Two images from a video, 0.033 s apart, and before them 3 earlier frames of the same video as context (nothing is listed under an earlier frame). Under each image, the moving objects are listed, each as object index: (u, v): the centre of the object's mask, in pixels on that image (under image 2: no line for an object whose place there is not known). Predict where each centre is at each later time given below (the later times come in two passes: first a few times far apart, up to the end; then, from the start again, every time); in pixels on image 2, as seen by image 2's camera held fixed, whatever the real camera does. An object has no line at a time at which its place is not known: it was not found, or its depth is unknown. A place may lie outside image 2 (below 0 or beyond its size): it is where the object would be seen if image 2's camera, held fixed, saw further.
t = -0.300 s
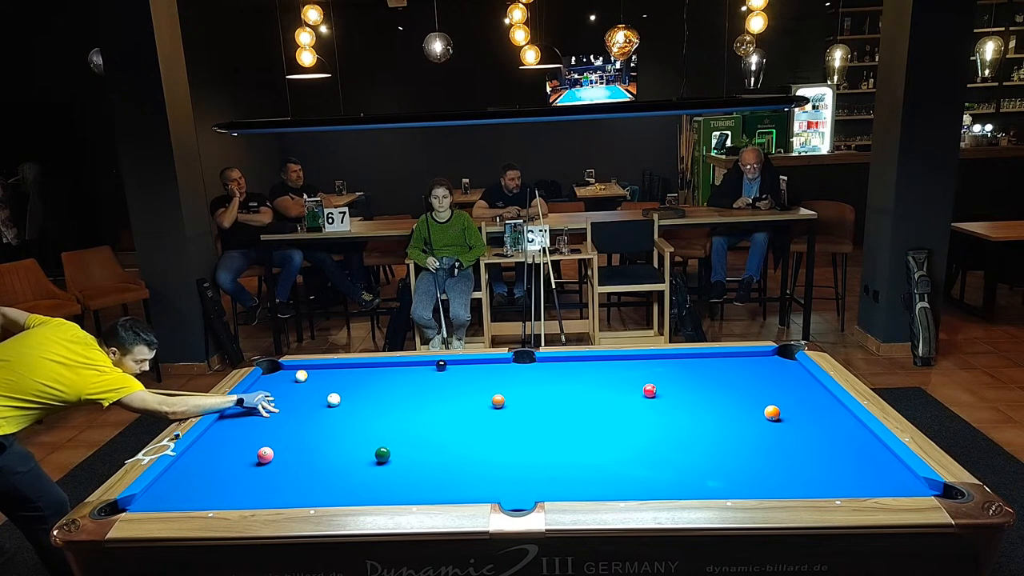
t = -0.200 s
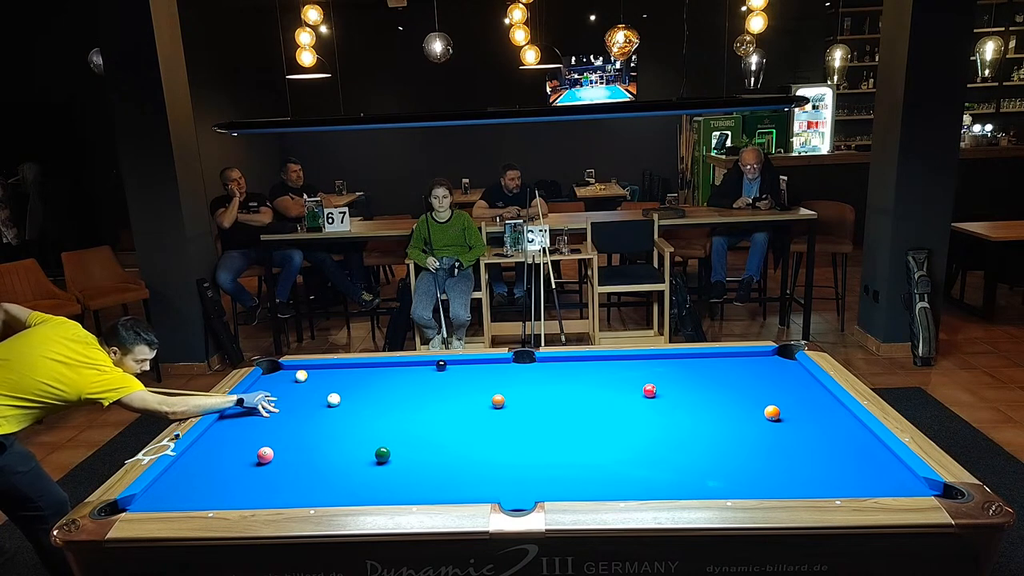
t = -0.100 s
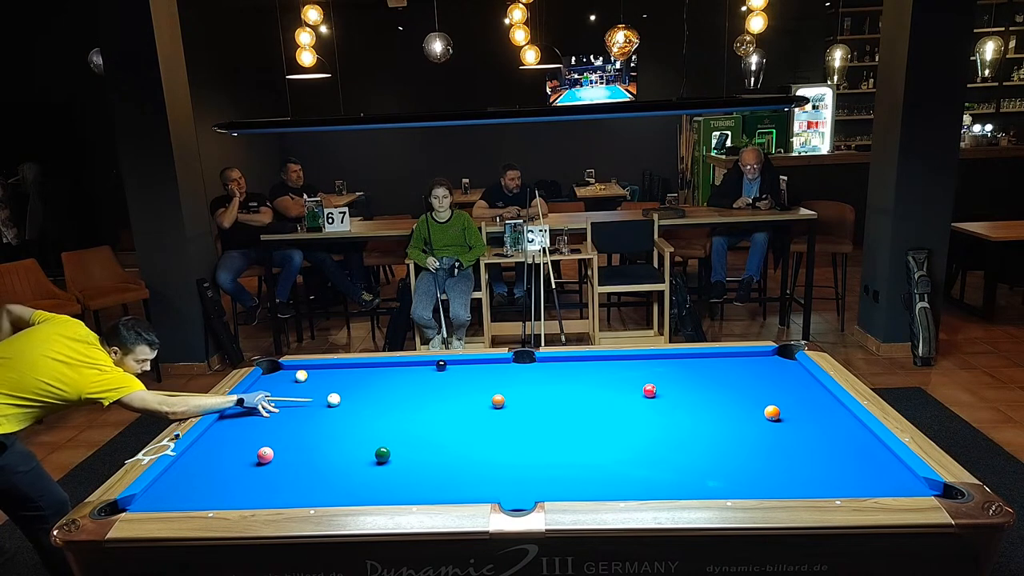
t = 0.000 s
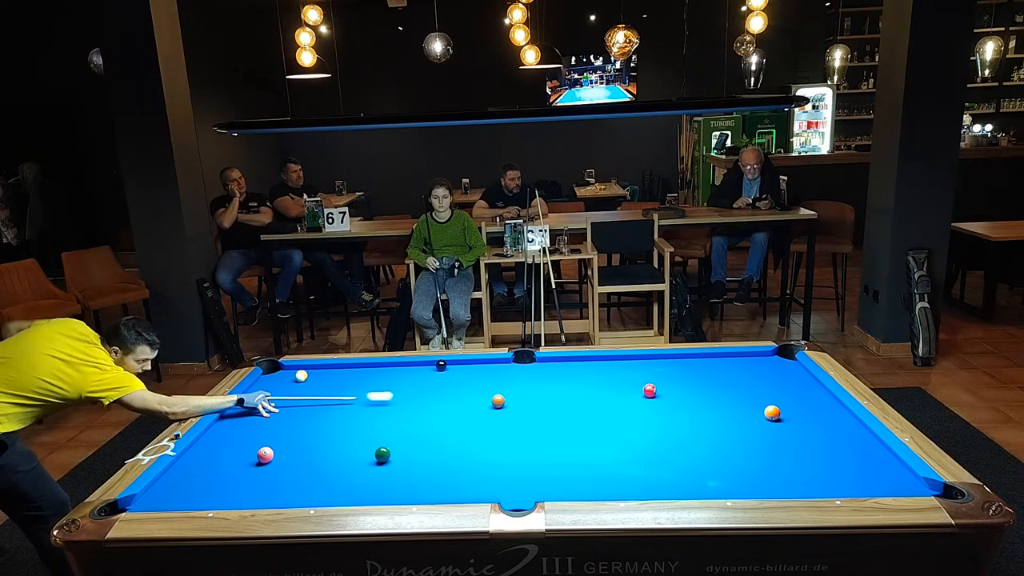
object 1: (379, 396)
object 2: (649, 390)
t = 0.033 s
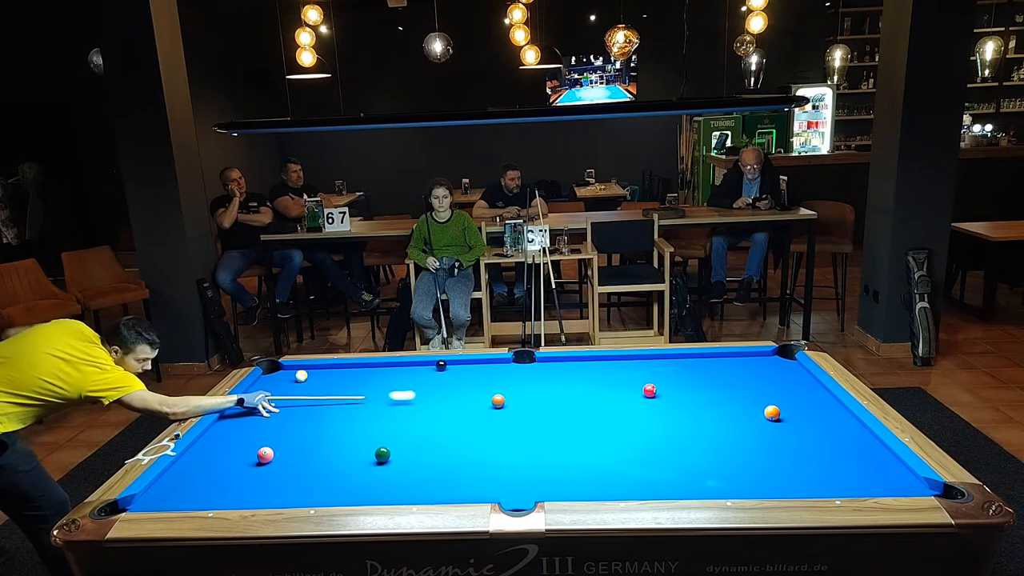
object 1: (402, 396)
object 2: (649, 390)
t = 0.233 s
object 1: (528, 391)
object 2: (649, 390)
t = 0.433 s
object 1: (632, 389)
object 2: (650, 390)
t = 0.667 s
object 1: (654, 378)
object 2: (739, 398)
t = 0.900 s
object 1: (682, 368)
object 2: (817, 406)
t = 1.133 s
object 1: (708, 360)
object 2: (815, 412)
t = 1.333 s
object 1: (728, 356)
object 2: (786, 418)
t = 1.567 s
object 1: (749, 359)
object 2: (753, 425)
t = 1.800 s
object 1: (770, 362)
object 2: (721, 432)
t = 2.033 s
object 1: (790, 365)
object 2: (689, 439)
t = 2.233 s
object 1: (792, 366)
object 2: (661, 446)
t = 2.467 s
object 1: (785, 368)
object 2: (630, 453)
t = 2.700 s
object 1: (778, 369)
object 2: (598, 461)
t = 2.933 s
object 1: (772, 370)
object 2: (567, 468)
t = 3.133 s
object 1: (767, 371)
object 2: (540, 474)
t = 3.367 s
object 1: (761, 372)
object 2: (509, 482)
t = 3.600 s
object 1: (756, 372)
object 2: (478, 487)
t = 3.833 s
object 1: (753, 373)
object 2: (448, 492)
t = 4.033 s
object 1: (750, 373)
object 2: (429, 491)
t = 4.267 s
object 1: (748, 373)
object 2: (410, 489)
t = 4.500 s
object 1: (746, 373)
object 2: (392, 488)
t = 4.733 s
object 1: (746, 373)
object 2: (375, 486)
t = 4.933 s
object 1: (746, 373)
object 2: (363, 484)
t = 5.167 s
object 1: (746, 373)
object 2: (349, 482)
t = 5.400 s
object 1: (746, 373)
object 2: (336, 480)
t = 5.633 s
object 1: (746, 373)
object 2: (325, 479)
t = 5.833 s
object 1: (746, 373)
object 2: (317, 477)
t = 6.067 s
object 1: (746, 373)
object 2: (308, 476)
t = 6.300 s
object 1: (746, 373)
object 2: (301, 474)
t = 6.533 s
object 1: (746, 373)
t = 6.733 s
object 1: (746, 373)
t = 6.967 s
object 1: (746, 373)
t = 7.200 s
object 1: (746, 373)
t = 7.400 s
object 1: (746, 373)
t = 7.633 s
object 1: (746, 374)
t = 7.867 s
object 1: (746, 374)
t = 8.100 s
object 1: (746, 374)
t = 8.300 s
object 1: (746, 374)
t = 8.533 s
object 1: (746, 374)
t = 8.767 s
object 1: (746, 374)
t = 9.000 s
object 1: (746, 374)
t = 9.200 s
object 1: (746, 374)
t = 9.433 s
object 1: (746, 374)
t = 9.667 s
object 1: (746, 374)
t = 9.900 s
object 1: (746, 374)
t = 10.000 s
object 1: (746, 374)
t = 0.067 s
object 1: (424, 395)
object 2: (649, 390)
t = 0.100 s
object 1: (447, 394)
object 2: (649, 390)
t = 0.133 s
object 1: (468, 393)
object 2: (649, 390)
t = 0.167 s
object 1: (487, 392)
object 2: (649, 390)
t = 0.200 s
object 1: (509, 392)
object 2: (649, 390)
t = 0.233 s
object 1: (528, 391)
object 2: (649, 390)
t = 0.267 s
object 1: (547, 391)
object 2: (649, 390)
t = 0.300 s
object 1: (565, 390)
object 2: (649, 390)
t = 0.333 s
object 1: (583, 390)
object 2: (649, 390)
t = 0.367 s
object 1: (600, 389)
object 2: (649, 390)
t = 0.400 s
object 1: (617, 389)
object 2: (649, 390)
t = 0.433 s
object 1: (632, 389)
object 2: (650, 390)
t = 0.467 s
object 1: (637, 388)
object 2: (660, 391)
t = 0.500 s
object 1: (638, 386)
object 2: (674, 392)
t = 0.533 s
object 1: (640, 384)
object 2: (688, 393)
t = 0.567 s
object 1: (643, 382)
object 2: (701, 395)
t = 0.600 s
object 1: (646, 381)
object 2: (714, 396)
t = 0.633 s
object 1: (650, 379)
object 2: (727, 397)
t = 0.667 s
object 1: (654, 378)
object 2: (739, 398)
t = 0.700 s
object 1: (658, 377)
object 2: (750, 399)
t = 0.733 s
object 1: (662, 375)
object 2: (760, 400)
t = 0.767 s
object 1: (666, 374)
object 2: (772, 400)
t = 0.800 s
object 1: (670, 372)
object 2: (783, 402)
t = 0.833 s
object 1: (674, 371)
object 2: (794, 403)
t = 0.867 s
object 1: (678, 370)
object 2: (805, 405)
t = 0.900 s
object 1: (682, 368)
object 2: (817, 406)
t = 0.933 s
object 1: (686, 367)
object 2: (828, 407)
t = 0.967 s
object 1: (690, 366)
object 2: (838, 408)
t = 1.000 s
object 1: (694, 364)
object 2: (837, 409)
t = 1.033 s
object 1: (697, 363)
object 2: (831, 410)
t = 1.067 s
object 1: (701, 362)
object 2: (825, 411)
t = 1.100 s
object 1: (704, 361)
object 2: (820, 412)
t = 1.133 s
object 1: (708, 360)
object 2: (815, 412)
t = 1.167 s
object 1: (711, 358)
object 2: (810, 413)
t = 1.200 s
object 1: (715, 357)
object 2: (805, 414)
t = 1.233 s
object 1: (718, 356)
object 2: (800, 415)
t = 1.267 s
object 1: (722, 355)
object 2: (795, 416)
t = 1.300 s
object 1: (725, 355)
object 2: (790, 417)
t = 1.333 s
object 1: (728, 356)
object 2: (786, 418)
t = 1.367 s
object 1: (731, 356)
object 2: (781, 419)
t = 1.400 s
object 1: (734, 357)
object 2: (776, 420)
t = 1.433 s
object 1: (737, 357)
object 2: (772, 421)
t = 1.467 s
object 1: (740, 358)
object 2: (767, 422)
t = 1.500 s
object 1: (743, 358)
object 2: (762, 423)
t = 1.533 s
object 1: (746, 358)
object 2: (758, 424)
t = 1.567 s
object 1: (749, 359)
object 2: (753, 425)
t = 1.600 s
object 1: (752, 359)
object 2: (748, 426)
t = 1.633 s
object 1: (755, 360)
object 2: (744, 426)
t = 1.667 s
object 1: (758, 360)
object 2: (739, 428)
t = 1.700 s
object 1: (761, 361)
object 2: (735, 429)
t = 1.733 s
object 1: (764, 361)
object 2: (730, 430)
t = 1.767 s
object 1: (767, 361)
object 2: (725, 431)
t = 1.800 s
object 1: (770, 362)
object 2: (721, 432)
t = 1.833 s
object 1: (773, 362)
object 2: (716, 433)
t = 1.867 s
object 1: (776, 362)
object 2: (712, 434)
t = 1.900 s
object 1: (779, 363)
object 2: (707, 435)
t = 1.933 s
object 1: (782, 363)
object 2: (703, 436)
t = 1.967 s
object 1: (785, 364)
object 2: (698, 437)
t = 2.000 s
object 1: (788, 364)
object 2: (694, 438)
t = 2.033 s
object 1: (790, 365)
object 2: (689, 439)
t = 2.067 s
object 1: (793, 365)
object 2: (684, 441)
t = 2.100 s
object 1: (796, 366)
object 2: (680, 442)
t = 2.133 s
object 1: (796, 366)
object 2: (675, 443)
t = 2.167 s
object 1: (795, 366)
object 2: (670, 444)
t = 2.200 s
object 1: (794, 366)
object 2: (666, 445)
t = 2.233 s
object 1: (792, 366)
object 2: (661, 446)
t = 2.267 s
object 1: (791, 367)
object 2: (657, 447)
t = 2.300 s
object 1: (790, 367)
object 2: (653, 448)
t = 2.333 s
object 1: (789, 367)
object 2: (648, 449)
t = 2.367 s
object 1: (788, 367)
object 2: (643, 450)
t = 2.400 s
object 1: (787, 367)
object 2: (639, 451)
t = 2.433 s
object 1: (786, 368)
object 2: (634, 452)
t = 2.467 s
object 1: (785, 368)
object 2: (630, 453)
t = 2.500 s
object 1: (784, 368)
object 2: (625, 454)
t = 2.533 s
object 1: (783, 368)
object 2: (621, 456)
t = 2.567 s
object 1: (782, 368)
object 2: (616, 457)
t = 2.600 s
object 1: (781, 369)
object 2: (612, 458)
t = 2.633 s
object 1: (780, 369)
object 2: (607, 459)
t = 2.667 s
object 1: (779, 369)
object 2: (603, 460)
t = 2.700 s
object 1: (778, 369)
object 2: (598, 461)
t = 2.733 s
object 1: (777, 369)
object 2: (594, 462)
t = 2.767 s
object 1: (776, 370)
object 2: (589, 463)
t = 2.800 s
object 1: (775, 370)
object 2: (585, 464)
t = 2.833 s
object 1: (774, 370)
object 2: (580, 465)
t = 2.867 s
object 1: (773, 370)
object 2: (576, 466)
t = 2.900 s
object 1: (772, 370)
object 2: (571, 467)
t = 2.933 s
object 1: (772, 370)
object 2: (567, 468)
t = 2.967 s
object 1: (771, 371)
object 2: (562, 469)
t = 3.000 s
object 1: (770, 371)
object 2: (558, 470)
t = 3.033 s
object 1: (769, 371)
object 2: (553, 472)
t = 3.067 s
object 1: (768, 371)
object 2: (549, 473)
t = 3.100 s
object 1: (767, 371)
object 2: (544, 473)
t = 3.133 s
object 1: (767, 371)
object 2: (540, 474)
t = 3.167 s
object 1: (766, 371)
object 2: (535, 476)
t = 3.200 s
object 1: (765, 371)
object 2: (531, 477)
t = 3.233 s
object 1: (764, 371)
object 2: (527, 478)
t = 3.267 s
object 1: (763, 371)
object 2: (522, 478)
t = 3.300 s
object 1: (763, 372)
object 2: (518, 480)
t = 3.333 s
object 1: (762, 372)
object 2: (513, 480)
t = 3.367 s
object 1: (761, 372)
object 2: (509, 482)
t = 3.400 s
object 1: (760, 372)
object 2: (504, 483)
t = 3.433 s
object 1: (760, 372)
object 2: (500, 484)
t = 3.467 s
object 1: (759, 372)
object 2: (495, 484)
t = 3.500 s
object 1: (758, 372)
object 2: (491, 485)
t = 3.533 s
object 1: (758, 372)
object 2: (487, 486)
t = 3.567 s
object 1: (757, 372)
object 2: (483, 487)
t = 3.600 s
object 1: (756, 372)
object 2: (478, 487)
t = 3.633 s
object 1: (756, 372)
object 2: (474, 488)
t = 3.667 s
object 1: (755, 372)
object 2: (470, 489)
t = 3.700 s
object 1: (755, 372)
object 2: (465, 489)
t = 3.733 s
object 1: (754, 373)
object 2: (461, 490)
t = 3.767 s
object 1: (754, 373)
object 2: (457, 490)
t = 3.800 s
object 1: (753, 373)
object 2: (452, 491)
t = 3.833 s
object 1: (753, 373)
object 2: (448, 492)
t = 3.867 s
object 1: (752, 373)
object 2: (444, 492)
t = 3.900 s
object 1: (752, 373)
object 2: (441, 491)
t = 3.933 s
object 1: (751, 373)
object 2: (438, 491)
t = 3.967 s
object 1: (751, 373)
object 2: (435, 491)
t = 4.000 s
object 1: (751, 373)
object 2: (432, 491)
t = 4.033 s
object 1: (750, 373)
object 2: (429, 491)
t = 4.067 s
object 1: (750, 373)
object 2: (426, 490)
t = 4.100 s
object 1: (750, 373)
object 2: (423, 490)
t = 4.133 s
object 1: (749, 373)
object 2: (421, 490)
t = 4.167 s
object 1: (749, 373)
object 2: (418, 490)
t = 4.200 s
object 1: (748, 373)
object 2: (415, 490)
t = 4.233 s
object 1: (748, 373)
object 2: (412, 490)
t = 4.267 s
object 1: (748, 373)
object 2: (410, 489)
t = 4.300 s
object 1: (748, 373)
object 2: (407, 489)
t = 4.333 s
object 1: (747, 373)
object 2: (404, 489)
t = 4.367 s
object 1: (747, 373)
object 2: (402, 488)
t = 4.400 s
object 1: (747, 373)
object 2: (399, 488)
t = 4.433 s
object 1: (747, 373)
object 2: (397, 488)
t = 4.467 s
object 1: (747, 373)
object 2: (394, 488)
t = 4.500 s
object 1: (746, 373)
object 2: (392, 488)
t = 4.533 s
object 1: (746, 373)
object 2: (389, 487)
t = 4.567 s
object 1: (746, 373)
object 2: (387, 487)
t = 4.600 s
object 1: (746, 373)
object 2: (385, 487)
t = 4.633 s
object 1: (746, 373)
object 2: (382, 486)
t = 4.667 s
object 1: (746, 373)
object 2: (380, 486)
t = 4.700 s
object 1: (746, 373)
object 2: (378, 486)
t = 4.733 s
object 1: (746, 373)
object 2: (375, 486)
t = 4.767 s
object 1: (746, 373)
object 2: (373, 485)
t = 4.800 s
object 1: (746, 373)
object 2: (371, 485)
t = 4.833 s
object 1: (746, 373)
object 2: (369, 485)
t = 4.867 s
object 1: (746, 373)
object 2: (367, 484)
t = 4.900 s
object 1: (746, 373)
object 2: (365, 484)
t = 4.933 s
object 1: (746, 373)
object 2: (363, 484)
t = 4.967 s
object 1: (746, 373)
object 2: (360, 483)
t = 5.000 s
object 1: (746, 373)
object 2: (359, 483)
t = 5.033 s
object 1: (746, 373)
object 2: (357, 483)
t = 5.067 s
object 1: (746, 373)
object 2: (354, 483)
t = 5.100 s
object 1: (746, 373)
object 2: (353, 482)
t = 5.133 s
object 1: (746, 373)
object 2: (351, 482)
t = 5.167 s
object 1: (746, 373)
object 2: (349, 482)
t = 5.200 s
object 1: (746, 373)
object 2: (347, 481)
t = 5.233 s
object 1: (746, 373)
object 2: (345, 481)
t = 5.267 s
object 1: (746, 373)
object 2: (344, 481)
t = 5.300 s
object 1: (746, 373)
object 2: (342, 481)
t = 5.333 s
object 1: (746, 373)
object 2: (340, 481)
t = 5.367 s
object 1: (746, 373)
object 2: (338, 480)
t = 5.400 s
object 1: (746, 373)
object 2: (336, 480)
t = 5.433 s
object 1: (746, 373)
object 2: (335, 480)
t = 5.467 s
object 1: (746, 373)
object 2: (333, 480)
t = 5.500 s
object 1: (746, 373)
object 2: (331, 479)
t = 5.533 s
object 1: (746, 373)
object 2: (330, 479)
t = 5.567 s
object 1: (746, 373)
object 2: (328, 479)
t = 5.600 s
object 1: (746, 373)
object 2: (327, 479)
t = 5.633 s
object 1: (746, 373)
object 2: (325, 479)
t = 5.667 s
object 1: (746, 373)
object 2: (324, 478)
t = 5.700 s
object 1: (746, 373)
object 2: (322, 478)
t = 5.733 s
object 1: (746, 373)
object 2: (321, 478)
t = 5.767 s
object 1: (746, 373)
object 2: (320, 478)
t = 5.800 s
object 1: (746, 373)
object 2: (318, 477)
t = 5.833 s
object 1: (746, 373)
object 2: (317, 477)
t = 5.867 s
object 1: (746, 373)
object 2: (316, 477)
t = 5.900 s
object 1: (746, 373)
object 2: (314, 477)
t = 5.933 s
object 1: (746, 373)
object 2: (313, 477)
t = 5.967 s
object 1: (746, 373)
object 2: (312, 477)
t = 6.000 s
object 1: (746, 373)
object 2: (311, 476)
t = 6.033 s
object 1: (746, 373)
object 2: (309, 476)
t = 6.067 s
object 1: (746, 373)
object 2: (308, 476)
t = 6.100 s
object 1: (746, 373)
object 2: (307, 476)
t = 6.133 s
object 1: (746, 373)
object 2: (306, 476)
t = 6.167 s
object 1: (746, 373)
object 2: (305, 475)
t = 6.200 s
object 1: (746, 373)
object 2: (304, 475)
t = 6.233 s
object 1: (746, 373)
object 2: (303, 475)
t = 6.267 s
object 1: (746, 373)
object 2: (302, 475)
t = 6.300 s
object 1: (746, 373)
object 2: (301, 474)
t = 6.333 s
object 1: (746, 373)
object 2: (300, 474)
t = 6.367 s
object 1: (746, 373)
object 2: (299, 474)
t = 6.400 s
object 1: (746, 373)
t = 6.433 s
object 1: (746, 373)
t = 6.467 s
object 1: (746, 373)
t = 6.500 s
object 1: (746, 373)
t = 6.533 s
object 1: (746, 373)
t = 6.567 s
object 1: (746, 373)
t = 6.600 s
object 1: (745, 373)
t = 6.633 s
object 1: (746, 373)
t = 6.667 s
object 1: (746, 373)
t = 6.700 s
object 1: (746, 373)
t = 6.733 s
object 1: (746, 373)
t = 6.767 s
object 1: (746, 373)
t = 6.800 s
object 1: (746, 373)
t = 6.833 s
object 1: (746, 373)
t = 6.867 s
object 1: (746, 373)
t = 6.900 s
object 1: (746, 373)
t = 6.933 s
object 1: (746, 373)
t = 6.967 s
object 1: (746, 373)
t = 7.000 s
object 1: (746, 373)
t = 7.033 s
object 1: (746, 373)
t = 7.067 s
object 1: (746, 373)
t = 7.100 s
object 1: (746, 373)
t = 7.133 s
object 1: (746, 373)
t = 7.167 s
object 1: (746, 373)
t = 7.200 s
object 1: (746, 373)
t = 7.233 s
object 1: (746, 373)
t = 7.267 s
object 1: (746, 373)
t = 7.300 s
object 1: (746, 373)
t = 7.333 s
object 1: (746, 374)
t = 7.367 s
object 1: (746, 373)
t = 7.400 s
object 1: (746, 373)
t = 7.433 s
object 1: (746, 373)
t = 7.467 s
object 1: (746, 374)
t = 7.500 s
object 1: (746, 374)
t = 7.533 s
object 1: (746, 374)
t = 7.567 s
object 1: (746, 374)
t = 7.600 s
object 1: (746, 374)
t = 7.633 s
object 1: (746, 374)
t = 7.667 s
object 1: (746, 374)
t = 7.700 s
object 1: (746, 374)
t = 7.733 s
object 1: (746, 374)
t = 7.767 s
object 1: (746, 374)
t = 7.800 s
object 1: (746, 374)
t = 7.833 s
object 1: (746, 374)
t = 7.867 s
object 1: (746, 374)
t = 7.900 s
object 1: (746, 374)
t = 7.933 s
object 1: (746, 374)
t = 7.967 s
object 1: (746, 374)
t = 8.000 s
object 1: (746, 374)
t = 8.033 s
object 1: (746, 374)
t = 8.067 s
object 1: (746, 374)
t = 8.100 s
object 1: (746, 374)
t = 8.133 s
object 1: (746, 374)
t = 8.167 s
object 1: (746, 374)
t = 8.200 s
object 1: (746, 374)
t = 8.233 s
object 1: (746, 374)
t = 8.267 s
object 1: (746, 374)
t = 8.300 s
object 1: (746, 374)
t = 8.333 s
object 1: (746, 374)
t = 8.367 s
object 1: (746, 374)
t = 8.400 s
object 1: (746, 374)
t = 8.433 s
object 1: (746, 374)
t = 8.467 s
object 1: (746, 374)
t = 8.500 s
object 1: (746, 374)
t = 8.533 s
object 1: (746, 374)
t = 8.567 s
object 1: (746, 374)
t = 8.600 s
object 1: (746, 374)
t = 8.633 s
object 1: (746, 374)
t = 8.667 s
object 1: (746, 374)
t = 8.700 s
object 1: (746, 374)
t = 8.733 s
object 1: (746, 374)
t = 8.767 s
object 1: (746, 374)
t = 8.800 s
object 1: (745, 374)
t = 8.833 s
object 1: (745, 374)
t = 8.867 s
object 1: (745, 374)
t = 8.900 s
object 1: (745, 374)
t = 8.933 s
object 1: (745, 374)
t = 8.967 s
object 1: (746, 374)
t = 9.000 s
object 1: (746, 374)
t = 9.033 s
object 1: (746, 374)
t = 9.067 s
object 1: (746, 374)
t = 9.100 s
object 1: (746, 374)
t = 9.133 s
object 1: (746, 374)
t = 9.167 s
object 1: (746, 374)
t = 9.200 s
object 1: (746, 374)
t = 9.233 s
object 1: (746, 374)
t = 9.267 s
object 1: (746, 374)
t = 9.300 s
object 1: (746, 374)
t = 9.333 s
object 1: (746, 374)
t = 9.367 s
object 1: (746, 374)
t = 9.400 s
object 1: (746, 374)
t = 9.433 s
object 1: (746, 374)
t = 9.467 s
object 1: (746, 374)
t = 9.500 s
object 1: (746, 374)
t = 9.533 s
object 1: (746, 374)
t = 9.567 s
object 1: (746, 374)
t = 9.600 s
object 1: (746, 374)
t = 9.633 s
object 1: (746, 374)
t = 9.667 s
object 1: (746, 374)
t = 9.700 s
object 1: (746, 374)
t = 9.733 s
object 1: (746, 374)
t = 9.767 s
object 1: (746, 374)
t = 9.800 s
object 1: (746, 374)
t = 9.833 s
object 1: (746, 374)
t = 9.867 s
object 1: (746, 374)
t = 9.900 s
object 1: (746, 374)
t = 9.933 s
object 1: (746, 374)
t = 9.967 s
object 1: (746, 374)
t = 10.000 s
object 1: (746, 374)
